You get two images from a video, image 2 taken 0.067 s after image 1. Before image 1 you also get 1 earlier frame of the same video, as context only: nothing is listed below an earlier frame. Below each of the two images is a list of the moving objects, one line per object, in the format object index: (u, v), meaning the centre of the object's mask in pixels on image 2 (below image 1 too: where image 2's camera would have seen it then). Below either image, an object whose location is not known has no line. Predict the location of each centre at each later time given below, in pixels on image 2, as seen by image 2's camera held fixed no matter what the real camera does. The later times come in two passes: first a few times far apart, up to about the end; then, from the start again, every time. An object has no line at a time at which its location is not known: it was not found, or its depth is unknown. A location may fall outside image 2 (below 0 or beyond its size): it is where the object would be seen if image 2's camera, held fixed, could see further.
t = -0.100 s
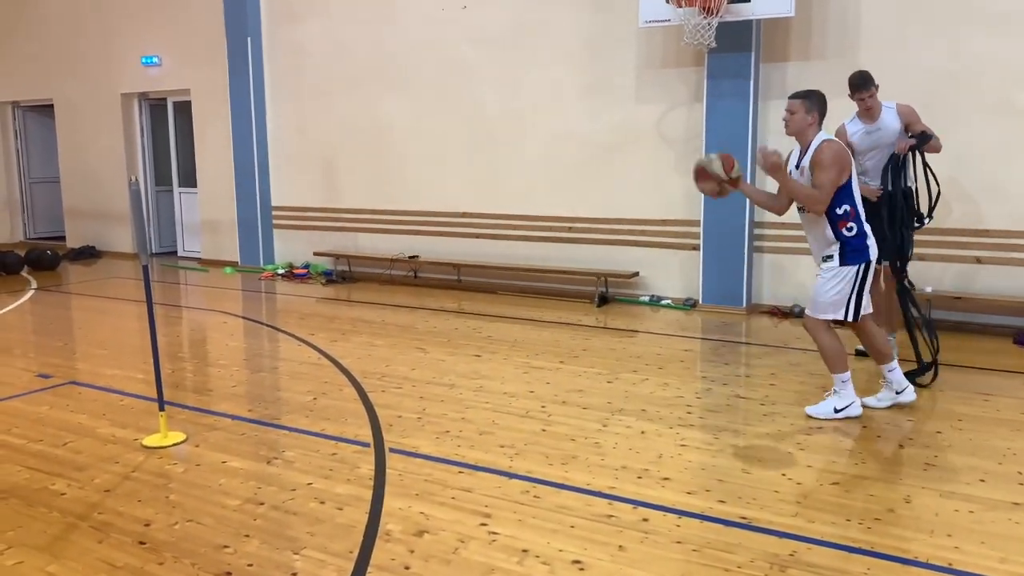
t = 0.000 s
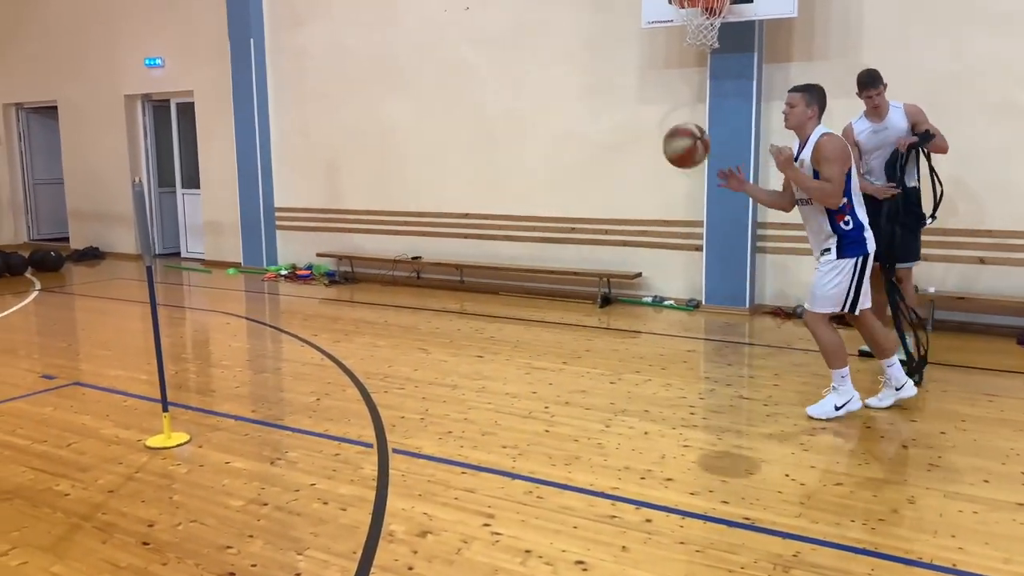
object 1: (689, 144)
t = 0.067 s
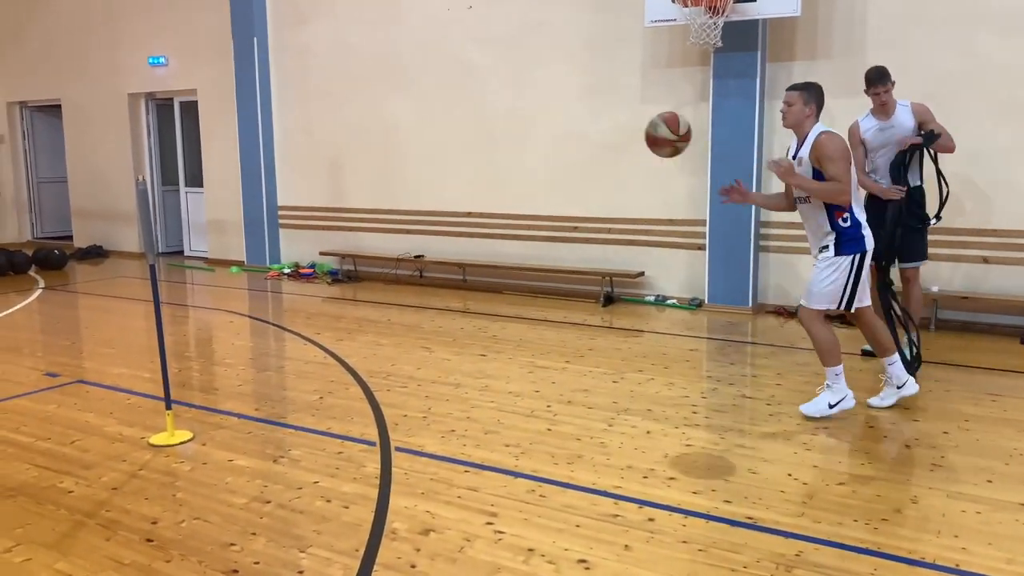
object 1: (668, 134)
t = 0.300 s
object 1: (592, 165)
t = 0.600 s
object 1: (499, 337)
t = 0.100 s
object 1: (657, 133)
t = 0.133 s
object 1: (646, 134)
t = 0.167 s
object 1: (635, 135)
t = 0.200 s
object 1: (623, 139)
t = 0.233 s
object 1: (613, 146)
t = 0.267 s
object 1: (603, 154)
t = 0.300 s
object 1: (592, 165)
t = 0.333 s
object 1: (580, 177)
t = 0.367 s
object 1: (570, 190)
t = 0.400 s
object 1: (560, 206)
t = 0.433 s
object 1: (550, 224)
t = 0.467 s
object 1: (540, 243)
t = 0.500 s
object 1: (529, 264)
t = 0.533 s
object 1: (516, 287)
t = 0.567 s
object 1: (508, 310)
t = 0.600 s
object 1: (499, 337)
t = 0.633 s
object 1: (489, 365)
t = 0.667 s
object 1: (482, 386)
